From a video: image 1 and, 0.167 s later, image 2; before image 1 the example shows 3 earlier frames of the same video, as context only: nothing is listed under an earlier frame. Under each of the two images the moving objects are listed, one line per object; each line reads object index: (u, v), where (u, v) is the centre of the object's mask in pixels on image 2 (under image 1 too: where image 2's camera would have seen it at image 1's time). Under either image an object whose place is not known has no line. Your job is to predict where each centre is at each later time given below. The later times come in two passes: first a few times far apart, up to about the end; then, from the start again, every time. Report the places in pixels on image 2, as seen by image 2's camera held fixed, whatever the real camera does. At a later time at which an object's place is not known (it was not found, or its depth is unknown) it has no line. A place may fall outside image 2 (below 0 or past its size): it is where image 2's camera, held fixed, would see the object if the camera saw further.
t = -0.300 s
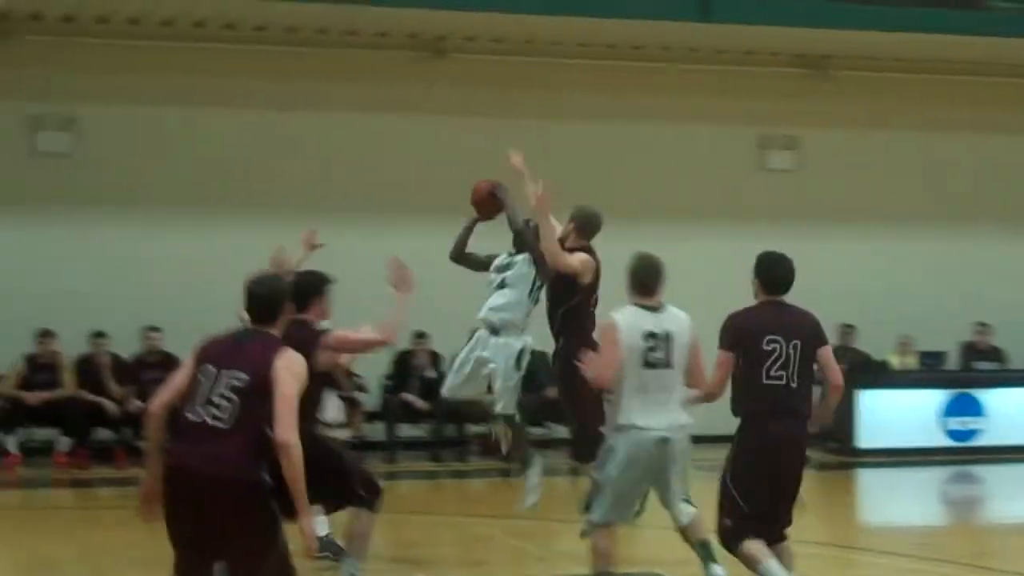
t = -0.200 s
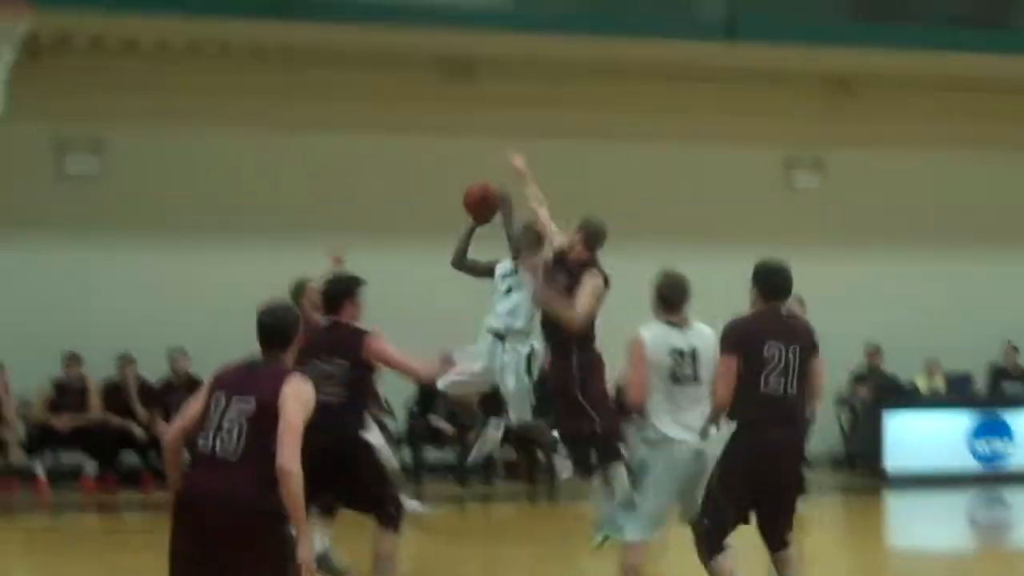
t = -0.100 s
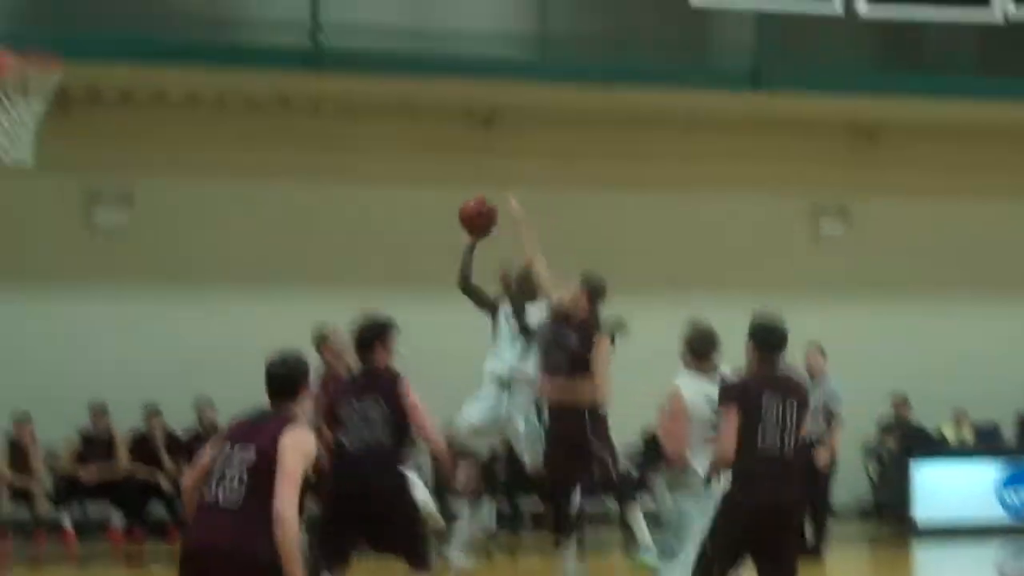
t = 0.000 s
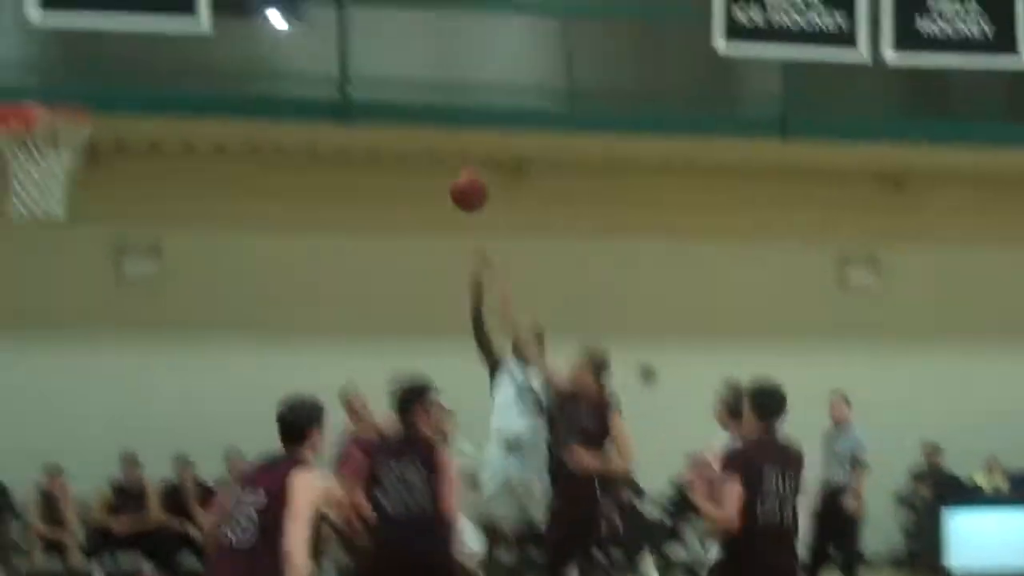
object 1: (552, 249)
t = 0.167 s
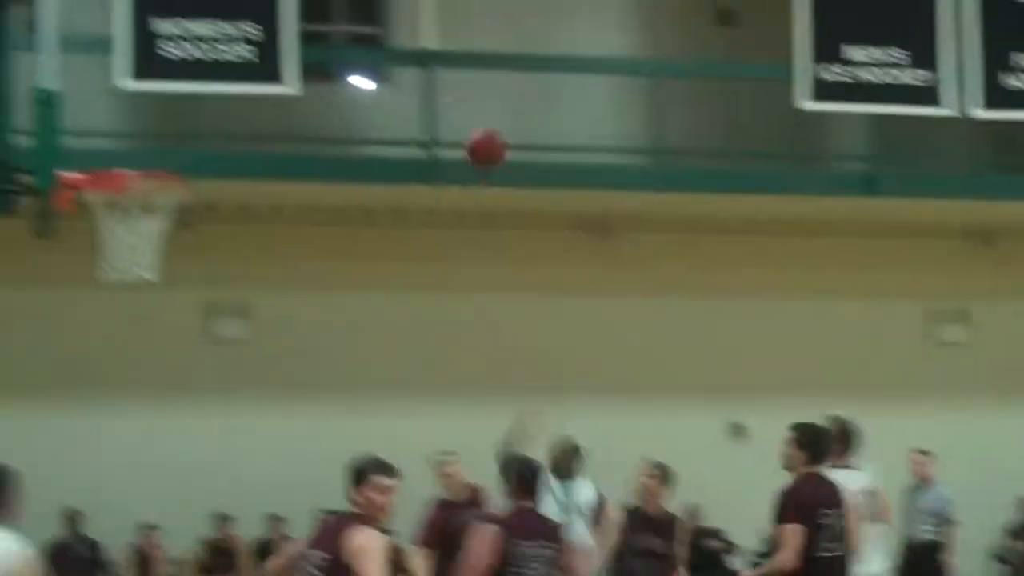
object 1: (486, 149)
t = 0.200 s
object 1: (472, 133)
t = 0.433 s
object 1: (367, 68)
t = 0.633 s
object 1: (263, 85)
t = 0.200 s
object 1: (472, 133)
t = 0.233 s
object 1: (457, 119)
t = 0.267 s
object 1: (443, 106)
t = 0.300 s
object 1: (429, 95)
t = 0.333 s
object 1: (412, 85)
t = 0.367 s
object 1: (398, 77)
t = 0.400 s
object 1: (382, 72)
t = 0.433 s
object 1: (367, 68)
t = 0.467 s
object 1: (350, 66)
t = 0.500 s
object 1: (333, 66)
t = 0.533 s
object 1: (317, 68)
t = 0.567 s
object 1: (300, 72)
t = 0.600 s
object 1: (281, 78)
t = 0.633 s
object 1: (263, 85)
